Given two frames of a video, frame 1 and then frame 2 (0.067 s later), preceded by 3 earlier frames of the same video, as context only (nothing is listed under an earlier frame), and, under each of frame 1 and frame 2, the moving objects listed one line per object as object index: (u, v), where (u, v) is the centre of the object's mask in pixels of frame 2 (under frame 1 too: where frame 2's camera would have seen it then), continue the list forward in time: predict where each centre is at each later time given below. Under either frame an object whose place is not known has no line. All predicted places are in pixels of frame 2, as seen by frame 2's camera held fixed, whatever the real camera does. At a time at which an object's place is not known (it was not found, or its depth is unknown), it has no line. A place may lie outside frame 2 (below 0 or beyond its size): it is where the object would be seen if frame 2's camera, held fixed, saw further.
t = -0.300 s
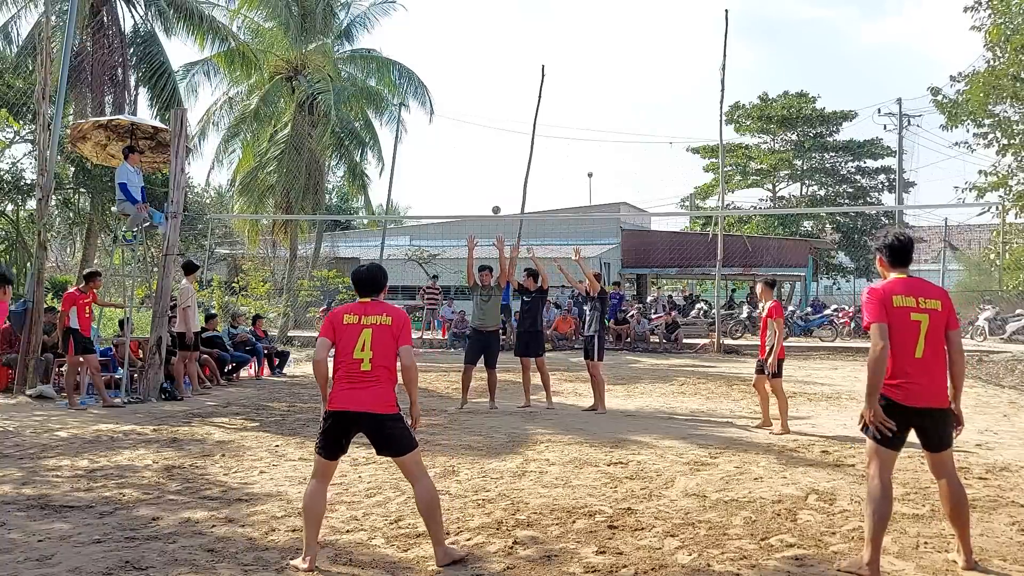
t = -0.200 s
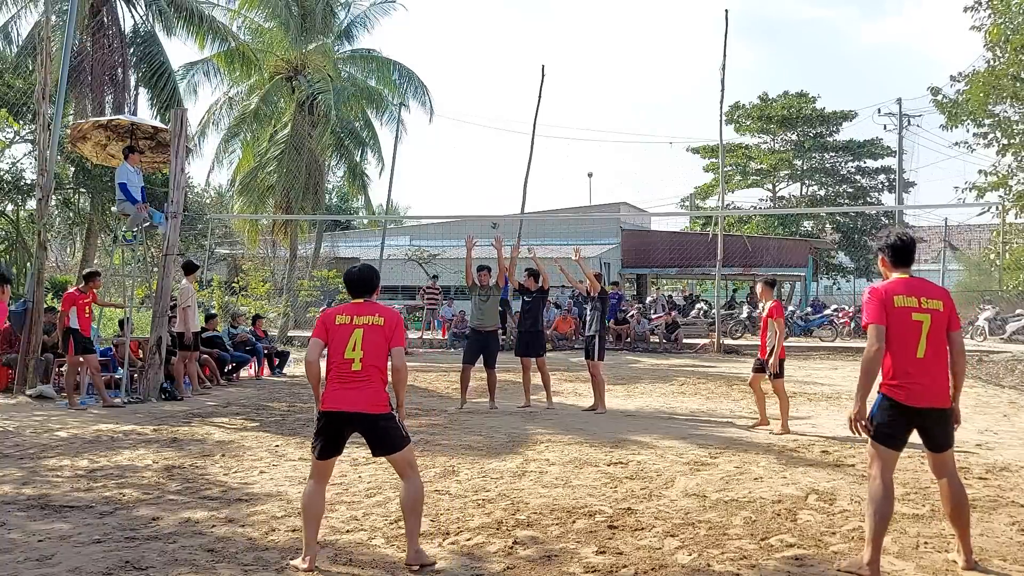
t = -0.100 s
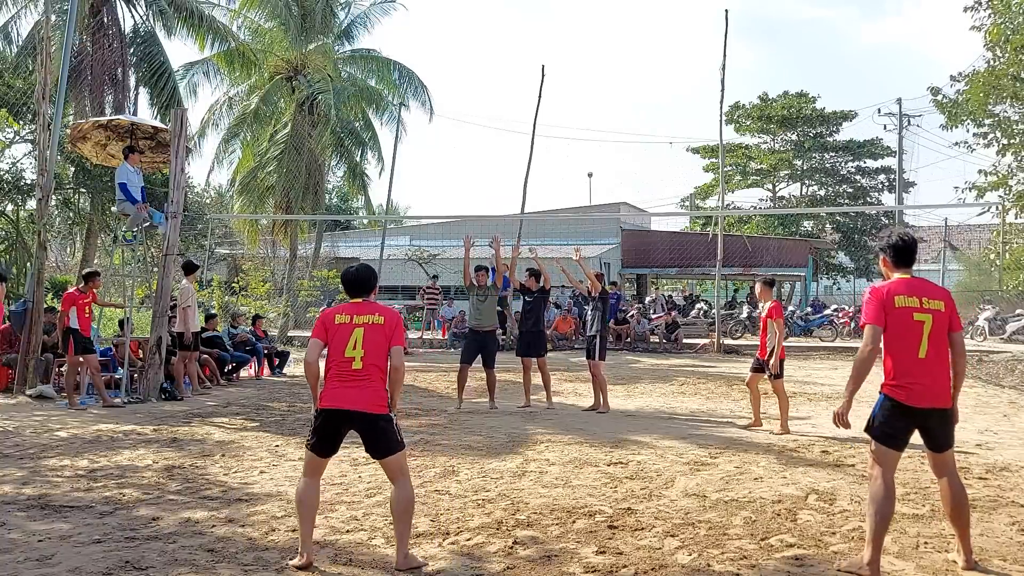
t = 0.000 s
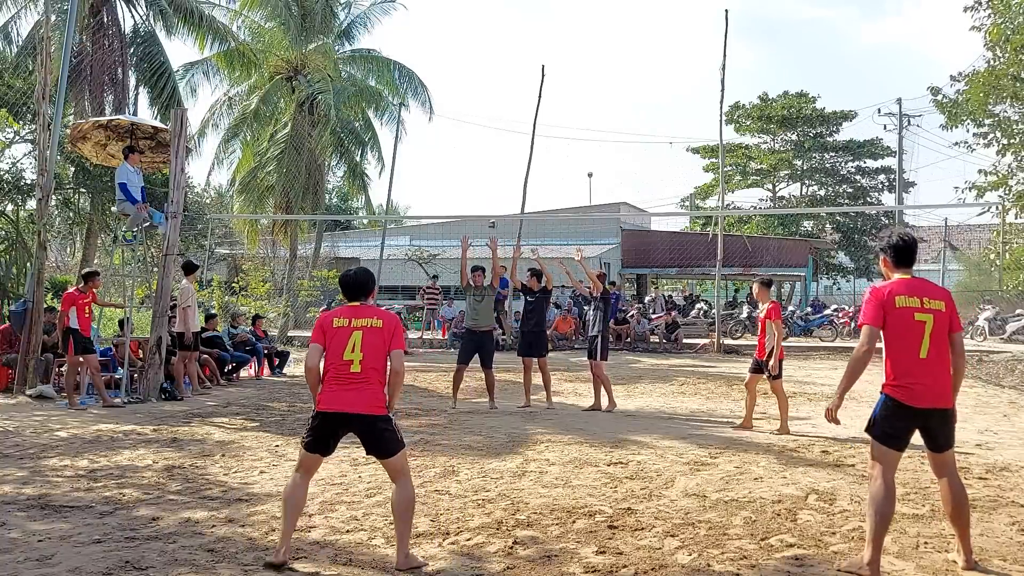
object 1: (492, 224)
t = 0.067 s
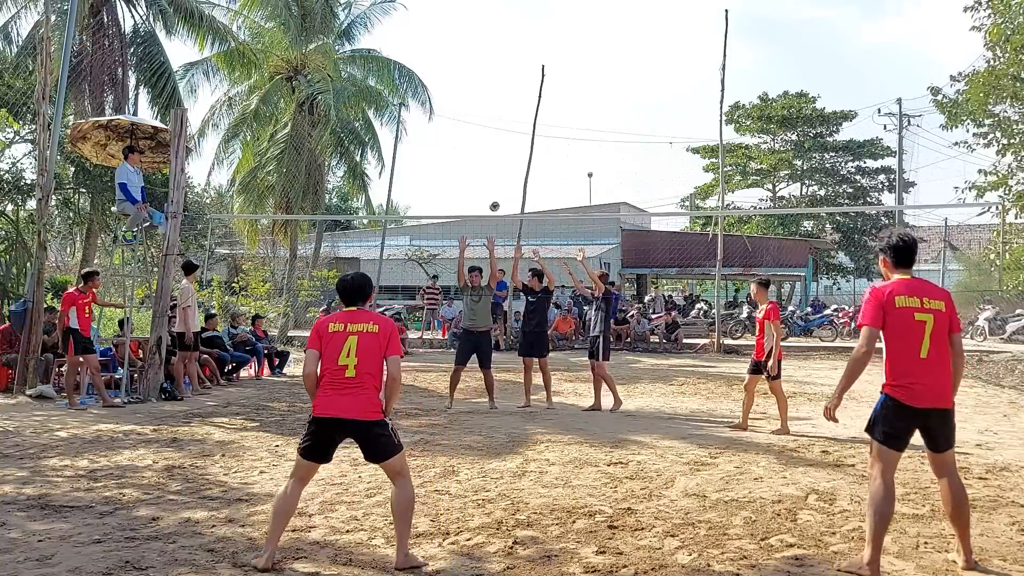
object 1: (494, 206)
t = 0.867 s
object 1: (742, 465)
